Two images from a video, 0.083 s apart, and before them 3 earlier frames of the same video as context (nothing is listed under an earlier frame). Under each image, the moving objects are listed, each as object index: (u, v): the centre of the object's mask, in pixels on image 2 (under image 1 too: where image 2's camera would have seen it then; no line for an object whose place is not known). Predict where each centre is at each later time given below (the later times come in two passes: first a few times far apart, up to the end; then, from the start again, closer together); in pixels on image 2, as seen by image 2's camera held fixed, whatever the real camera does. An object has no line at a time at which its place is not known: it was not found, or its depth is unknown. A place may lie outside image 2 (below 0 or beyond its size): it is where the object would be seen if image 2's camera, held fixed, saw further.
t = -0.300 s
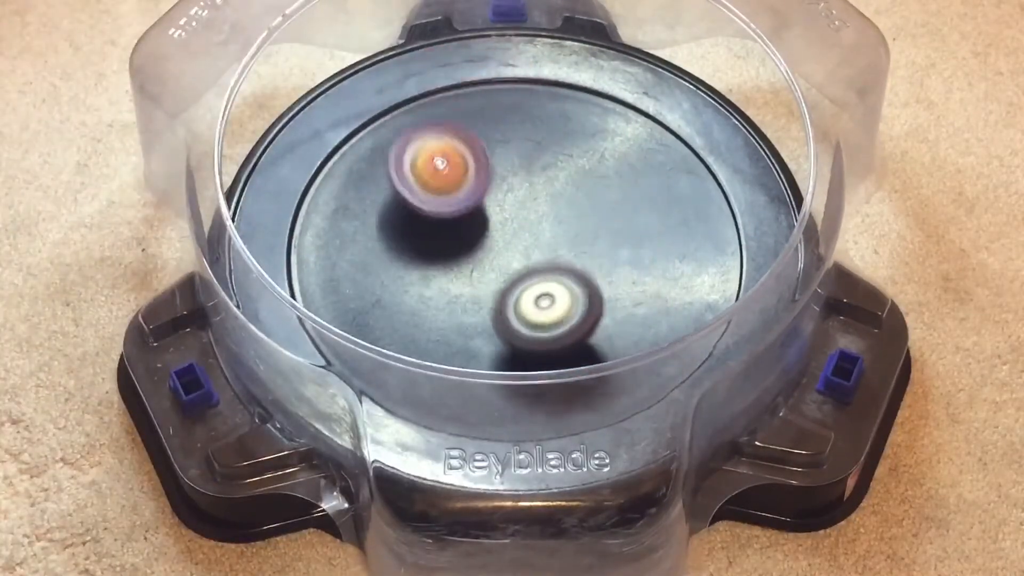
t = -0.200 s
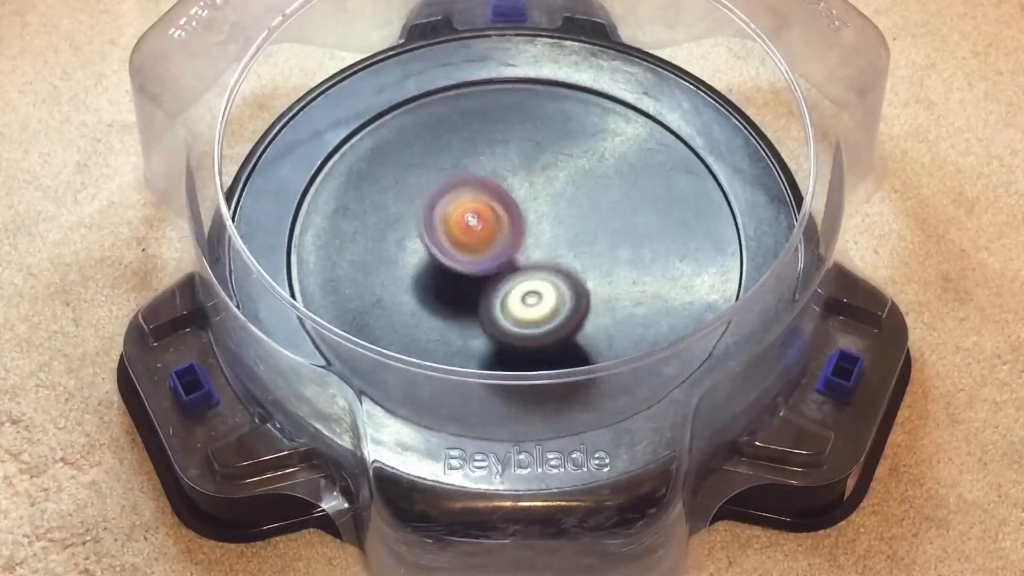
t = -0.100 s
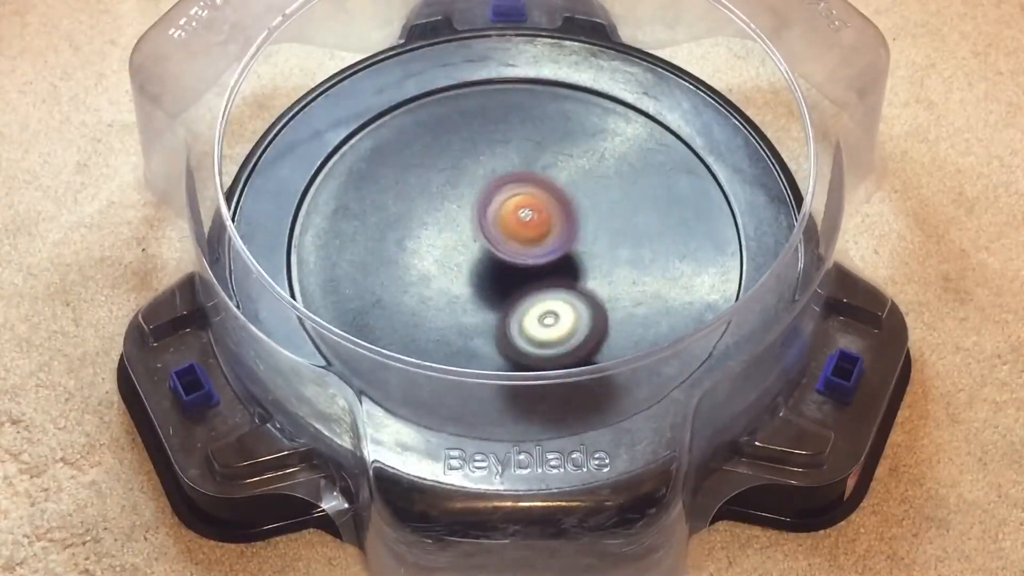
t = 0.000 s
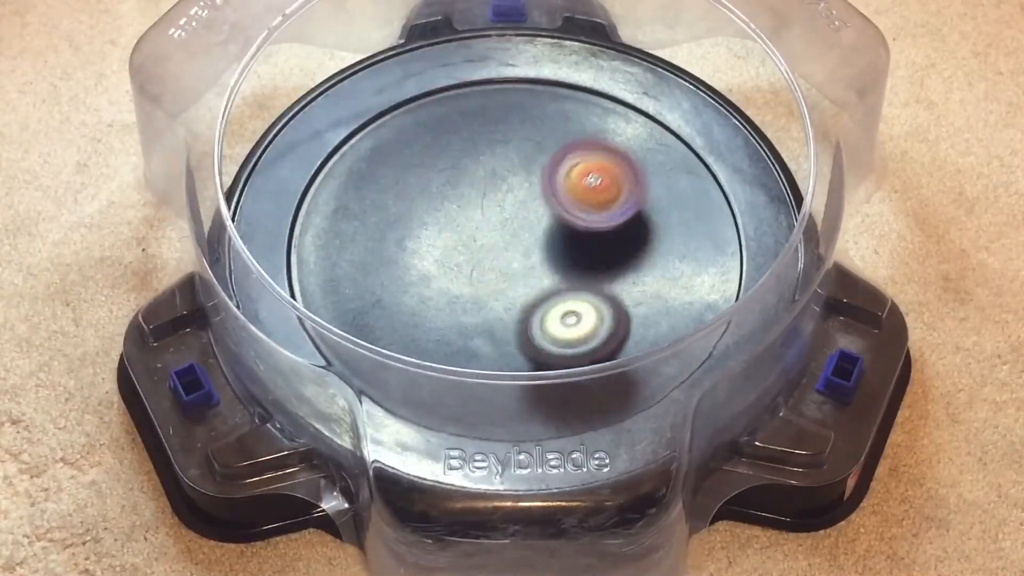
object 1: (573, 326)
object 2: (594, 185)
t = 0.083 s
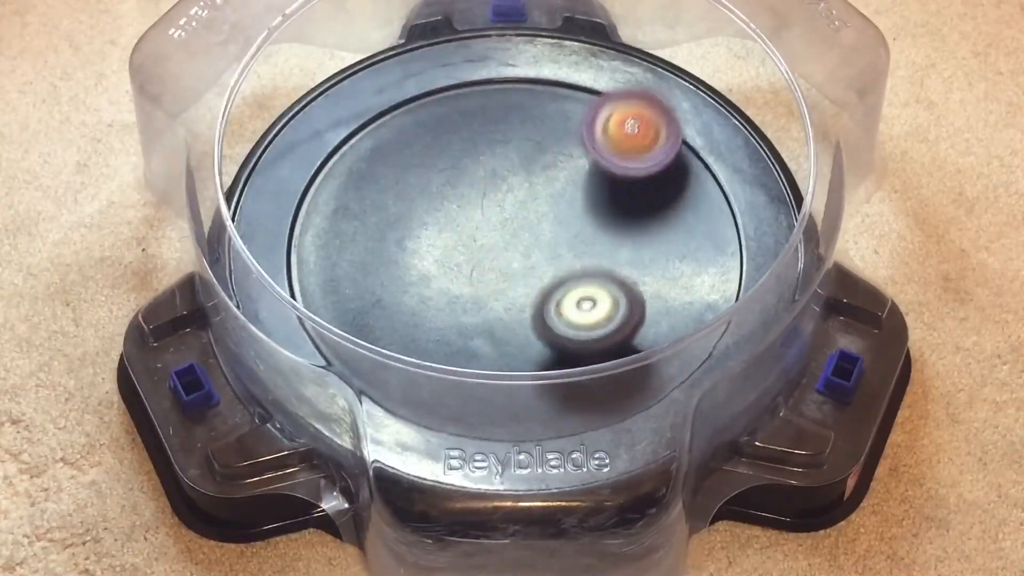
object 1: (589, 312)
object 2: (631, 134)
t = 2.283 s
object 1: (278, 207)
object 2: (377, 162)
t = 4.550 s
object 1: (403, 147)
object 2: (637, 319)
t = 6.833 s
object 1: (492, 253)
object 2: (624, 293)
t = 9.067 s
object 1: (527, 166)
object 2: (634, 330)
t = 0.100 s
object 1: (591, 309)
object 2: (635, 121)
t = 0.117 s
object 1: (592, 306)
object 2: (637, 109)
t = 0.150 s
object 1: (593, 296)
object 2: (635, 87)
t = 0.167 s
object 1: (593, 291)
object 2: (623, 82)
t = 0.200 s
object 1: (591, 281)
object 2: (591, 79)
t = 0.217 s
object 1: (590, 277)
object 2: (576, 82)
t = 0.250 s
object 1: (583, 267)
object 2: (546, 85)
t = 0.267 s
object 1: (580, 263)
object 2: (532, 89)
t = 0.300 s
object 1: (570, 254)
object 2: (504, 98)
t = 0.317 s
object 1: (565, 249)
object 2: (491, 103)
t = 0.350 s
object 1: (553, 241)
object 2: (467, 117)
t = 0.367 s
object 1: (547, 238)
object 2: (457, 125)
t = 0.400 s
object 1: (536, 230)
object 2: (439, 143)
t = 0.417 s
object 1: (529, 227)
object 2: (431, 152)
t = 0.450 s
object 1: (518, 222)
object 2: (420, 175)
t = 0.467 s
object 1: (526, 228)
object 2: (405, 178)
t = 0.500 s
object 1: (542, 239)
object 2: (376, 185)
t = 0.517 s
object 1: (549, 247)
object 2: (367, 192)
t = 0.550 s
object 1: (559, 258)
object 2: (360, 210)
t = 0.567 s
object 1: (563, 265)
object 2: (361, 224)
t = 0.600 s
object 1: (566, 274)
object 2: (375, 253)
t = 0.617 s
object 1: (567, 278)
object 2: (389, 270)
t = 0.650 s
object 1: (565, 283)
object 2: (423, 297)
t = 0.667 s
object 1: (564, 286)
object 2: (445, 310)
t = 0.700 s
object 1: (584, 281)
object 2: (470, 328)
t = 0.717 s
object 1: (597, 278)
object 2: (483, 335)
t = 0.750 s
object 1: (619, 267)
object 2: (511, 353)
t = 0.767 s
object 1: (627, 259)
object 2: (531, 358)
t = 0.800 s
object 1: (638, 243)
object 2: (575, 360)
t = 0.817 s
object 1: (640, 234)
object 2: (597, 357)
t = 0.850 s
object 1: (639, 217)
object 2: (644, 344)
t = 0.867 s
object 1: (636, 208)
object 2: (663, 335)
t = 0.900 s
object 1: (624, 191)
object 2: (698, 312)
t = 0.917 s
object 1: (614, 184)
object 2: (710, 300)
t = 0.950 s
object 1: (593, 172)
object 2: (732, 271)
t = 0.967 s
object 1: (579, 167)
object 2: (736, 255)
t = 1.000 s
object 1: (553, 159)
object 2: (733, 221)
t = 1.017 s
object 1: (537, 157)
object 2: (727, 204)
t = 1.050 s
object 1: (505, 156)
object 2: (712, 171)
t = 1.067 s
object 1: (487, 157)
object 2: (703, 158)
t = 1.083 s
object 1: (470, 160)
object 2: (693, 144)
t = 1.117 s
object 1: (439, 170)
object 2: (669, 124)
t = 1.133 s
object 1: (423, 176)
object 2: (655, 114)
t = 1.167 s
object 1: (394, 191)
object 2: (626, 100)
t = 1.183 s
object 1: (382, 201)
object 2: (610, 95)
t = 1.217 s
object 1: (361, 224)
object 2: (572, 90)
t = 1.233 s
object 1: (350, 236)
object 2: (556, 90)
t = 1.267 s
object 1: (339, 265)
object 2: (516, 95)
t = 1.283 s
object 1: (339, 276)
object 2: (496, 100)
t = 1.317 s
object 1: (338, 305)
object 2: (457, 112)
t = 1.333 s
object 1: (341, 326)
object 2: (439, 121)
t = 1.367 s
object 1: (362, 344)
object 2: (407, 145)
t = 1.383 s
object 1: (375, 357)
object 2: (391, 159)
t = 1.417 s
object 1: (408, 381)
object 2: (368, 190)
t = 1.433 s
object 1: (428, 389)
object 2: (361, 206)
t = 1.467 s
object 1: (474, 405)
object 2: (352, 247)
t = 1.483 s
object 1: (499, 412)
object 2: (352, 265)
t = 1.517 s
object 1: (551, 414)
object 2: (368, 299)
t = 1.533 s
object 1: (579, 412)
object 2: (375, 320)
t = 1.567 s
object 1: (629, 398)
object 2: (402, 353)
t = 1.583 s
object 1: (648, 385)
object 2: (418, 365)
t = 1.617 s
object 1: (687, 359)
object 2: (463, 387)
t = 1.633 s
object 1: (704, 343)
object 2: (487, 393)
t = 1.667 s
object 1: (731, 316)
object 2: (538, 401)
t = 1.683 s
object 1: (737, 299)
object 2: (563, 400)
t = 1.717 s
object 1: (749, 260)
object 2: (608, 390)
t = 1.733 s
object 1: (747, 241)
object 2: (628, 377)
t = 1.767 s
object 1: (751, 209)
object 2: (663, 354)
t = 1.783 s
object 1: (751, 194)
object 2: (678, 341)
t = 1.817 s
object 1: (734, 159)
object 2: (700, 317)
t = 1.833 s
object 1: (724, 140)
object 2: (708, 306)
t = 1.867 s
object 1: (696, 109)
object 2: (718, 277)
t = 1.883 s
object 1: (680, 95)
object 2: (720, 263)
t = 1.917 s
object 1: (645, 68)
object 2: (718, 236)
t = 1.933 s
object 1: (626, 57)
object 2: (714, 222)
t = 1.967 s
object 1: (583, 36)
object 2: (699, 194)
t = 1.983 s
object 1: (563, 34)
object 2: (687, 181)
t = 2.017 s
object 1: (515, 31)
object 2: (663, 160)
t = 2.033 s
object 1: (489, 30)
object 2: (648, 149)
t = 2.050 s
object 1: (463, 32)
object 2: (631, 140)
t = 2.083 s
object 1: (415, 45)
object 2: (597, 127)
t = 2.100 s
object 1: (391, 53)
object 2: (578, 121)
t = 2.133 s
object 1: (346, 71)
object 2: (541, 114)
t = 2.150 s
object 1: (324, 82)
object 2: (521, 114)
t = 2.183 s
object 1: (285, 110)
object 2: (481, 119)
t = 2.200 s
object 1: (271, 124)
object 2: (462, 122)
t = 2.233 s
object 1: (243, 157)
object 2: (425, 134)
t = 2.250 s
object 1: (243, 171)
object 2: (408, 142)
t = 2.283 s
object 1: (278, 207)
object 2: (377, 162)
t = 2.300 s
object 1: (282, 223)
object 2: (374, 169)
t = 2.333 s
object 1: (263, 274)
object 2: (397, 176)
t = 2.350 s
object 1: (271, 290)
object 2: (410, 181)
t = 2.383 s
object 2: (436, 189)
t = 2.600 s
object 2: (580, 244)
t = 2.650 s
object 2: (602, 244)
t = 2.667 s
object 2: (609, 242)
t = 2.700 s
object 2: (621, 234)
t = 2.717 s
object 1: (676, 302)
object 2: (625, 229)
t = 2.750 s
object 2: (618, 181)
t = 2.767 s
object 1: (707, 314)
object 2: (612, 155)
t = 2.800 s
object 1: (709, 316)
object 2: (598, 103)
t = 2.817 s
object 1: (706, 315)
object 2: (589, 82)
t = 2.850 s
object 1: (696, 315)
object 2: (565, 58)
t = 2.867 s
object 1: (688, 312)
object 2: (552, 53)
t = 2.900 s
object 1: (669, 301)
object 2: (525, 44)
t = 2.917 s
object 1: (663, 299)
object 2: (515, 40)
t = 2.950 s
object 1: (647, 285)
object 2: (496, 34)
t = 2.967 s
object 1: (638, 281)
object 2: (487, 35)
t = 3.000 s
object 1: (621, 270)
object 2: (472, 41)
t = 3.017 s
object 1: (612, 265)
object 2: (466, 47)
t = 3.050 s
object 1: (591, 255)
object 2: (454, 58)
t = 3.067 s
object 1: (579, 249)
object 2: (448, 65)
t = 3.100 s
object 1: (555, 243)
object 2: (441, 85)
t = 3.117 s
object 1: (543, 241)
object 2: (438, 95)
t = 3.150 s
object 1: (517, 238)
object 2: (434, 117)
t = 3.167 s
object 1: (504, 239)
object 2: (433, 128)
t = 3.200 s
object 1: (480, 238)
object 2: (433, 151)
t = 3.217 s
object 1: (469, 250)
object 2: (434, 155)
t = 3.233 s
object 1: (462, 266)
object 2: (433, 148)
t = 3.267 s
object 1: (445, 294)
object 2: (432, 145)
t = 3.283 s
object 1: (437, 306)
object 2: (433, 143)
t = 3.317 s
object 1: (427, 321)
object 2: (436, 141)
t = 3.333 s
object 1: (427, 326)
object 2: (439, 142)
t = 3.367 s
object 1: (425, 337)
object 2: (444, 144)
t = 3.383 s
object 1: (418, 358)
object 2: (447, 145)
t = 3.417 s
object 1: (423, 373)
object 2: (454, 152)
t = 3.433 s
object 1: (429, 380)
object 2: (458, 156)
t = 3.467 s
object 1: (444, 386)
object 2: (466, 164)
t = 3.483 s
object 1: (456, 389)
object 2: (470, 168)
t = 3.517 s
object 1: (476, 386)
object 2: (480, 177)
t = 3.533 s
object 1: (486, 383)
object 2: (485, 182)
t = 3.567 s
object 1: (506, 370)
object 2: (496, 190)
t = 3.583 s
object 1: (517, 360)
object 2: (502, 192)
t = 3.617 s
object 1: (531, 339)
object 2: (515, 197)
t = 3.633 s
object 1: (536, 332)
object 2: (521, 198)
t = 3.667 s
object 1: (544, 308)
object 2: (535, 198)
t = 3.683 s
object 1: (544, 295)
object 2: (543, 199)
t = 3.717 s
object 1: (525, 295)
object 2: (569, 181)
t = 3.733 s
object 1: (507, 309)
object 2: (584, 153)
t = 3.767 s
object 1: (474, 327)
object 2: (616, 105)
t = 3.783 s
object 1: (457, 332)
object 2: (630, 86)
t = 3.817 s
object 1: (434, 337)
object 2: (637, 65)
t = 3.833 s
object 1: (426, 339)
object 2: (640, 58)
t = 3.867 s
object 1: (403, 363)
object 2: (649, 49)
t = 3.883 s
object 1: (399, 363)
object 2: (650, 58)
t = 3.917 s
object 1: (395, 362)
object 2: (654, 69)
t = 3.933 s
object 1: (396, 362)
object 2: (656, 75)
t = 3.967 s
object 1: (401, 358)
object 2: (660, 85)
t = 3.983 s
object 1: (404, 355)
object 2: (662, 90)
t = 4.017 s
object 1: (419, 333)
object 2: (666, 100)
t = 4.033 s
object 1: (420, 330)
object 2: (668, 105)
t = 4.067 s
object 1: (424, 324)
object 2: (670, 117)
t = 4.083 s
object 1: (426, 320)
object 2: (670, 125)
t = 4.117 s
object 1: (430, 310)
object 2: (664, 139)
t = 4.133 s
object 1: (433, 302)
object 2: (661, 148)
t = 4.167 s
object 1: (438, 287)
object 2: (653, 162)
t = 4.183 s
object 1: (440, 279)
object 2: (649, 170)
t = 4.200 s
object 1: (441, 271)
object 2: (645, 177)
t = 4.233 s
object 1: (444, 255)
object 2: (640, 190)
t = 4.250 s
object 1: (444, 247)
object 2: (639, 200)
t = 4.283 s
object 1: (444, 232)
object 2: (639, 214)
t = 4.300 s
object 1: (442, 225)
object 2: (640, 222)
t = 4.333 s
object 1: (439, 213)
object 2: (641, 237)
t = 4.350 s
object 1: (437, 206)
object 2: (643, 244)
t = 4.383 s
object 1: (433, 193)
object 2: (643, 259)
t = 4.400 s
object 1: (432, 186)
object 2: (644, 265)
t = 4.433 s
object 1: (427, 174)
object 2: (645, 282)
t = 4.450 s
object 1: (423, 169)
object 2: (645, 288)
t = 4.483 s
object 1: (417, 160)
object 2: (646, 301)
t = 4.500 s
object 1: (414, 156)
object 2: (643, 306)
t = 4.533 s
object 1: (407, 151)
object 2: (640, 313)
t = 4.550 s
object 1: (403, 147)
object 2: (637, 319)
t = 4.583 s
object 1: (398, 144)
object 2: (632, 325)
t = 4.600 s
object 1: (395, 143)
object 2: (628, 328)
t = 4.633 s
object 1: (391, 146)
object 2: (622, 331)
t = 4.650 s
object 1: (392, 149)
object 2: (620, 334)
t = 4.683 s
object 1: (394, 156)
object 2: (610, 338)
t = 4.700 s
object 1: (396, 160)
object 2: (607, 337)
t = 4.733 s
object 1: (407, 171)
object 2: (597, 340)
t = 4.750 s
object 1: (413, 176)
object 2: (592, 341)
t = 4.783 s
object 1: (429, 187)
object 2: (581, 342)
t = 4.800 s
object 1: (439, 191)
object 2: (575, 342)
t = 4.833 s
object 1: (458, 198)
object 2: (562, 343)
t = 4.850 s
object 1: (468, 201)
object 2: (554, 343)
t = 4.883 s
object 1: (491, 205)
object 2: (542, 344)
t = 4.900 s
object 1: (503, 206)
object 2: (535, 343)
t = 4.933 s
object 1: (525, 207)
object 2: (519, 343)
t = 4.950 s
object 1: (535, 206)
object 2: (510, 342)
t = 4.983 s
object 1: (555, 204)
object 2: (496, 339)
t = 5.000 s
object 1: (565, 202)
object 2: (488, 338)
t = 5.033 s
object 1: (584, 197)
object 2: (472, 335)
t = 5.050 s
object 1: (593, 194)
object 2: (463, 333)
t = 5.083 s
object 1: (607, 188)
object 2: (450, 329)
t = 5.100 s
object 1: (614, 184)
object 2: (442, 326)
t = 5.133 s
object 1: (627, 175)
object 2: (426, 319)
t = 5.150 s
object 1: (633, 171)
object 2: (421, 317)
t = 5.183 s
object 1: (639, 162)
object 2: (409, 312)
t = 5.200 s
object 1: (640, 158)
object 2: (403, 308)
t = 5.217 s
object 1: (640, 152)
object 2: (397, 303)
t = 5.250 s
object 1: (637, 145)
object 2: (386, 294)
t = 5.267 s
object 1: (635, 144)
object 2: (383, 290)
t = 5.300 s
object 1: (625, 140)
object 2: (376, 281)
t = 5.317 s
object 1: (617, 141)
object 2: (373, 276)
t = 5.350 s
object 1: (603, 144)
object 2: (368, 267)
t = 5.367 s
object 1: (594, 148)
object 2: (366, 262)
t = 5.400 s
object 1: (581, 159)
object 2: (364, 253)
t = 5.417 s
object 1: (574, 165)
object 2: (363, 249)
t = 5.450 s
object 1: (560, 180)
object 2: (363, 240)
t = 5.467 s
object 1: (556, 190)
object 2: (364, 236)
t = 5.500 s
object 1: (547, 207)
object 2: (366, 227)
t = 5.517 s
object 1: (543, 215)
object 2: (367, 223)
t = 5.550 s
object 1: (536, 234)
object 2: (371, 216)
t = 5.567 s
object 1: (534, 243)
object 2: (373, 212)
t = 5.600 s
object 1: (531, 258)
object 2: (379, 203)
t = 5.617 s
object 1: (531, 268)
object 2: (382, 199)
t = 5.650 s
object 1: (531, 282)
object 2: (389, 191)
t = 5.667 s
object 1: (532, 292)
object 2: (394, 188)
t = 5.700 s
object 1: (535, 306)
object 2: (401, 181)
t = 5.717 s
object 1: (537, 313)
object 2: (404, 178)
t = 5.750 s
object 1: (544, 324)
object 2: (416, 171)
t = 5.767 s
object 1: (547, 329)
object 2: (421, 168)
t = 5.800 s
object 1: (555, 334)
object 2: (432, 162)
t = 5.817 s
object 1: (561, 337)
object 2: (436, 158)
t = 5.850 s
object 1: (571, 339)
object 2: (449, 154)
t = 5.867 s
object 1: (577, 339)
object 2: (453, 152)
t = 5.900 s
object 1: (589, 337)
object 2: (467, 146)
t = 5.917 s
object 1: (593, 335)
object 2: (474, 144)
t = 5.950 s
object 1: (601, 331)
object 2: (486, 140)
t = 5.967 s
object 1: (604, 328)
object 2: (492, 138)
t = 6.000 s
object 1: (605, 319)
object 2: (504, 134)
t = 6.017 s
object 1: (603, 315)
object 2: (510, 134)
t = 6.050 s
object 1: (594, 300)
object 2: (524, 133)
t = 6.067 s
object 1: (590, 293)
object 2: (531, 131)
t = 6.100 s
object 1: (576, 281)
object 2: (541, 132)
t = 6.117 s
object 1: (567, 275)
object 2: (546, 132)
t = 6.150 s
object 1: (551, 263)
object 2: (557, 133)
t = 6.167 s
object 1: (541, 259)
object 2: (562, 135)
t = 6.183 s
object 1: (532, 253)
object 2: (567, 135)
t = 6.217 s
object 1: (514, 245)
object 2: (577, 139)
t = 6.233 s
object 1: (505, 241)
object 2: (583, 141)
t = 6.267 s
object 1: (485, 233)
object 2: (592, 146)
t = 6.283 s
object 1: (475, 232)
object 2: (597, 149)
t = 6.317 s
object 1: (458, 227)
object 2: (605, 154)
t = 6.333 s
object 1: (446, 224)
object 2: (608, 156)
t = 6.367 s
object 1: (426, 220)
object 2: (616, 163)
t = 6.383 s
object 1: (418, 219)
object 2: (619, 168)
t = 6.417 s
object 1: (402, 217)
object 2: (627, 176)
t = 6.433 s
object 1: (394, 217)
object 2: (629, 179)
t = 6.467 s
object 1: (378, 219)
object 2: (634, 187)
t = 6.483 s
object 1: (373, 223)
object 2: (636, 193)
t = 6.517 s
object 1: (363, 225)
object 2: (640, 201)
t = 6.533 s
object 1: (361, 230)
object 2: (642, 204)
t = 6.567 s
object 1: (356, 241)
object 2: (644, 215)
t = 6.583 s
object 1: (358, 245)
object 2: (643, 220)
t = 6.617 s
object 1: (366, 255)
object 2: (644, 229)
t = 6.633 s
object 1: (372, 259)
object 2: (645, 234)
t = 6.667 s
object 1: (389, 267)
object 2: (644, 245)
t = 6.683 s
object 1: (399, 269)
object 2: (643, 249)
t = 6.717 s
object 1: (422, 270)
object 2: (641, 260)
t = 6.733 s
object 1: (433, 271)
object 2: (639, 265)
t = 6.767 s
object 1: (453, 267)
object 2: (635, 275)
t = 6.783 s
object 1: (465, 265)
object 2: (633, 279)
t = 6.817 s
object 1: (484, 256)
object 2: (627, 287)
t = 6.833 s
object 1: (492, 253)
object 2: (624, 293)
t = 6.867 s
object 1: (510, 243)
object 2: (616, 301)
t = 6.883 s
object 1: (517, 238)
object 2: (613, 304)
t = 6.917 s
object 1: (533, 227)
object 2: (603, 310)
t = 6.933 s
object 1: (539, 221)
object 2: (598, 314)
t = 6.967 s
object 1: (551, 208)
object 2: (587, 320)
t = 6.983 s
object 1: (557, 202)
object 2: (581, 321)
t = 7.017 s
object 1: (567, 189)
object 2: (569, 325)
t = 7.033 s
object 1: (571, 182)
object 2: (563, 327)
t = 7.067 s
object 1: (578, 170)
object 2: (550, 331)
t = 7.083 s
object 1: (582, 163)
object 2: (543, 332)
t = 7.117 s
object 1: (584, 151)
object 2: (531, 333)
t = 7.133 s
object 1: (585, 144)
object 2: (524, 333)
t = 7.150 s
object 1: (584, 138)
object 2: (517, 333)
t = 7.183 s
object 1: (581, 129)
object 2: (504, 332)
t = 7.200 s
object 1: (577, 125)
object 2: (497, 331)
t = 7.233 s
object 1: (568, 118)
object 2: (483, 329)
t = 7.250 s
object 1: (562, 117)
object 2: (477, 327)
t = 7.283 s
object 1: (549, 119)
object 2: (464, 325)
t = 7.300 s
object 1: (542, 121)
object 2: (458, 323)
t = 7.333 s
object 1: (530, 130)
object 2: (446, 316)
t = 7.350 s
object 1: (526, 135)
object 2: (439, 315)
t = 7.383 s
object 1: (517, 153)
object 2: (429, 309)
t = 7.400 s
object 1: (516, 162)
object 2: (425, 305)
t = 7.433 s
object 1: (512, 177)
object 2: (416, 298)
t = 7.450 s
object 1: (511, 187)
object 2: (412, 293)
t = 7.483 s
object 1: (513, 202)
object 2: (406, 285)
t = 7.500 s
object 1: (513, 212)
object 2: (403, 281)
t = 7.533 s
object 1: (517, 228)
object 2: (398, 272)
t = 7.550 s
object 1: (519, 235)
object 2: (396, 268)
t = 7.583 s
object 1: (524, 250)
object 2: (393, 260)
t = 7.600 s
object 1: (527, 257)
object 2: (393, 255)
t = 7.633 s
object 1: (534, 271)
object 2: (392, 246)
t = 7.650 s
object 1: (538, 277)
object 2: (393, 242)
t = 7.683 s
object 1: (548, 291)
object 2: (395, 234)
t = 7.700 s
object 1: (553, 296)
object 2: (396, 229)
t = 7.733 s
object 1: (565, 307)
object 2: (400, 220)
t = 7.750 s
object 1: (572, 310)
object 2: (402, 217)
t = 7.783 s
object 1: (583, 317)
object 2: (407, 209)
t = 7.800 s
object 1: (590, 320)
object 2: (409, 204)
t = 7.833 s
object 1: (602, 322)
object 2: (416, 197)
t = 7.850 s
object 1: (608, 321)
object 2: (420, 194)
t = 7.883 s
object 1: (619, 319)
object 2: (427, 187)
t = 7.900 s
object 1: (623, 317)
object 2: (429, 184)
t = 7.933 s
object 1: (631, 310)
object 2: (438, 178)
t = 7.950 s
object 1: (631, 307)
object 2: (444, 175)
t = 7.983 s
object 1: (631, 297)
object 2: (454, 169)
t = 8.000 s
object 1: (626, 290)
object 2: (460, 167)
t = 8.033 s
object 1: (619, 279)
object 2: (470, 162)
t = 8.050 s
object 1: (610, 274)
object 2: (476, 159)
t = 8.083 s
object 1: (597, 264)
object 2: (488, 155)
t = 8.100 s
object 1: (588, 261)
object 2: (495, 153)
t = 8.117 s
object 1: (579, 255)
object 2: (501, 151)
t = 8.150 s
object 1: (563, 250)
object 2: (512, 150)
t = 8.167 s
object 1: (554, 246)
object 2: (519, 150)
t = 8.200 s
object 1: (536, 242)
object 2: (531, 149)
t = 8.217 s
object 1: (526, 240)
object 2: (536, 150)
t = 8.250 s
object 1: (506, 238)
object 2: (548, 148)
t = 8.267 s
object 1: (496, 237)
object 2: (555, 146)
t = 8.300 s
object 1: (475, 236)
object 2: (568, 142)
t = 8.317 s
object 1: (467, 236)
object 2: (576, 141)
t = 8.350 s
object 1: (447, 233)
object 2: (589, 138)
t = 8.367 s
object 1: (438, 234)
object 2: (593, 137)
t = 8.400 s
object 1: (422, 232)
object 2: (603, 138)
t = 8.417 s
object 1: (413, 232)
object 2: (608, 138)
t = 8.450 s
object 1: (400, 233)
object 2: (614, 139)
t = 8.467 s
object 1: (392, 235)
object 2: (618, 142)
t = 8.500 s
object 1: (381, 237)
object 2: (622, 145)
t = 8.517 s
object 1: (376, 240)
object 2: (623, 147)
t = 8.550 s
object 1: (370, 245)
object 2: (627, 154)
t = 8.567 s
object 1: (367, 249)
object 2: (629, 156)
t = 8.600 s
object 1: (368, 257)
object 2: (630, 163)
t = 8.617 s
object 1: (370, 261)
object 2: (631, 168)
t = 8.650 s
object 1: (382, 268)
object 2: (632, 177)
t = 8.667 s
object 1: (386, 271)
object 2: (632, 181)
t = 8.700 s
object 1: (405, 274)
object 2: (631, 192)
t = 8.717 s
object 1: (412, 276)
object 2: (633, 196)
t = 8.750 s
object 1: (432, 272)
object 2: (631, 208)
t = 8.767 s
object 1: (440, 270)
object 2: (629, 214)
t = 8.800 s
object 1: (459, 266)
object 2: (628, 227)
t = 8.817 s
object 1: (466, 263)
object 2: (625, 234)
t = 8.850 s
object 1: (483, 254)
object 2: (621, 246)
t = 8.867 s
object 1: (489, 251)
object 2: (620, 252)
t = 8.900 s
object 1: (504, 242)
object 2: (615, 266)
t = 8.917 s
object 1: (508, 236)
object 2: (611, 273)
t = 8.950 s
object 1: (514, 222)
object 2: (615, 293)
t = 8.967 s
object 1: (514, 211)
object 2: (621, 305)
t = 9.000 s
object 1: (517, 191)
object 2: (628, 316)
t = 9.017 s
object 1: (520, 183)
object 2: (629, 320)
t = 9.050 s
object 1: (524, 170)
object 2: (632, 328)
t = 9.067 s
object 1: (527, 166)
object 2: (634, 330)
